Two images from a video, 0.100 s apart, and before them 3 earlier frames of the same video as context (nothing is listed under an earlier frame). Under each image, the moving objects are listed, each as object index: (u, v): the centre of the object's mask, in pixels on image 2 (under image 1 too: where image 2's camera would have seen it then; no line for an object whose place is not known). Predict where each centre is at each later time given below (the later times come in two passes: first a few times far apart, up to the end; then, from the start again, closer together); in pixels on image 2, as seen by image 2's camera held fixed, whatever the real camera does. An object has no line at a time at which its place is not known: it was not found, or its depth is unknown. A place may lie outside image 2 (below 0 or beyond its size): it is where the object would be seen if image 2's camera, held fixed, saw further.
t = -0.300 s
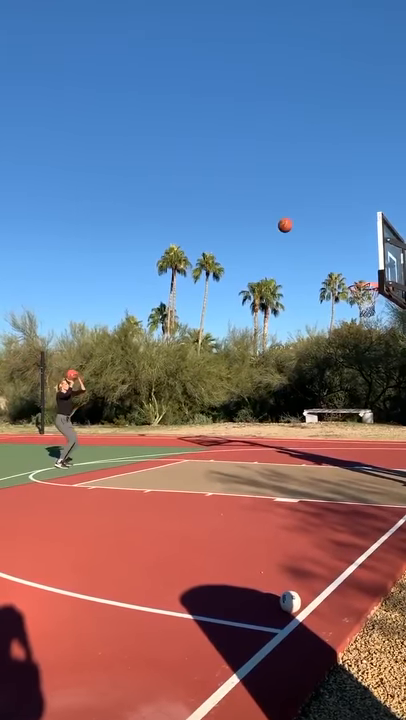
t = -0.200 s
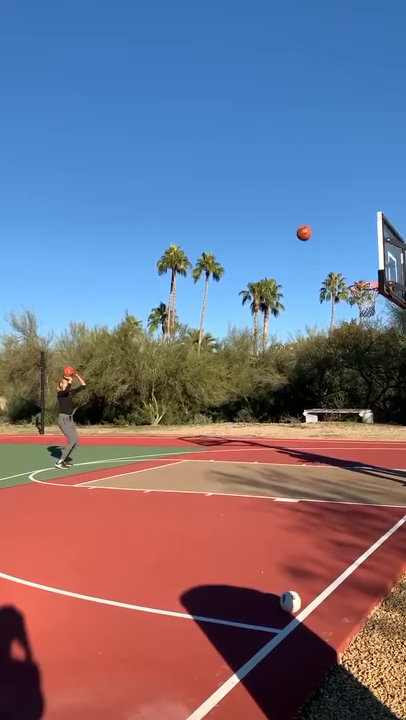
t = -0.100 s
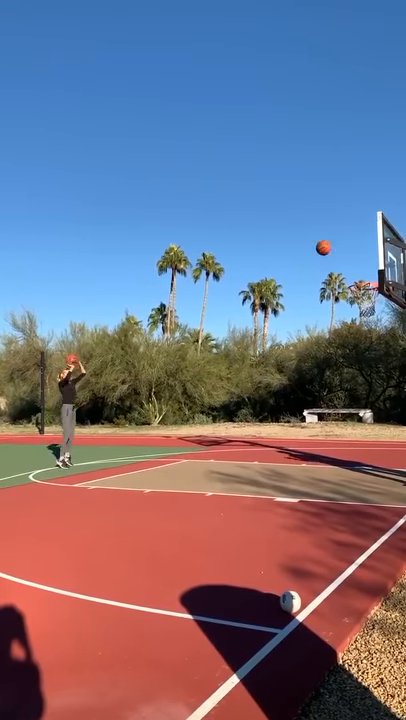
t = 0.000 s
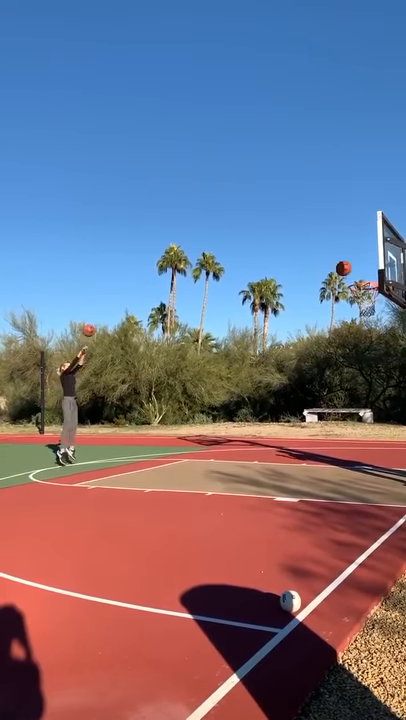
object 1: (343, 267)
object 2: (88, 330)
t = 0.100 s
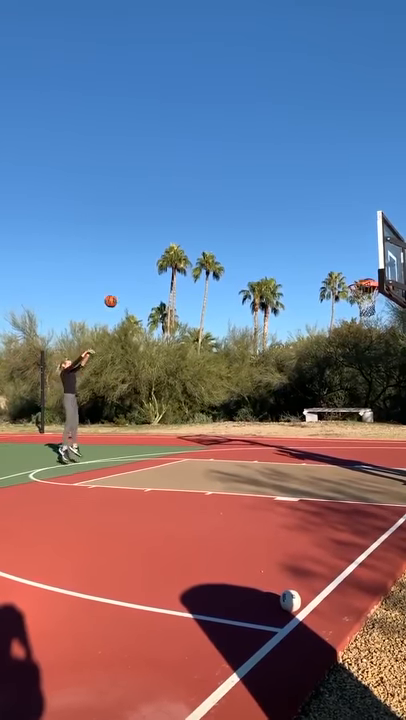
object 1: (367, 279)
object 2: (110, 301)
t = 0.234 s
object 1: (359, 296)
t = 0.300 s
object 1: (350, 298)
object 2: (157, 256)
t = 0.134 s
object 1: (372, 291)
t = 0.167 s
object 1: (370, 292)
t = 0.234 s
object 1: (359, 296)
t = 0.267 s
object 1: (355, 298)
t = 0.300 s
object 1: (350, 298)
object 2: (157, 256)
